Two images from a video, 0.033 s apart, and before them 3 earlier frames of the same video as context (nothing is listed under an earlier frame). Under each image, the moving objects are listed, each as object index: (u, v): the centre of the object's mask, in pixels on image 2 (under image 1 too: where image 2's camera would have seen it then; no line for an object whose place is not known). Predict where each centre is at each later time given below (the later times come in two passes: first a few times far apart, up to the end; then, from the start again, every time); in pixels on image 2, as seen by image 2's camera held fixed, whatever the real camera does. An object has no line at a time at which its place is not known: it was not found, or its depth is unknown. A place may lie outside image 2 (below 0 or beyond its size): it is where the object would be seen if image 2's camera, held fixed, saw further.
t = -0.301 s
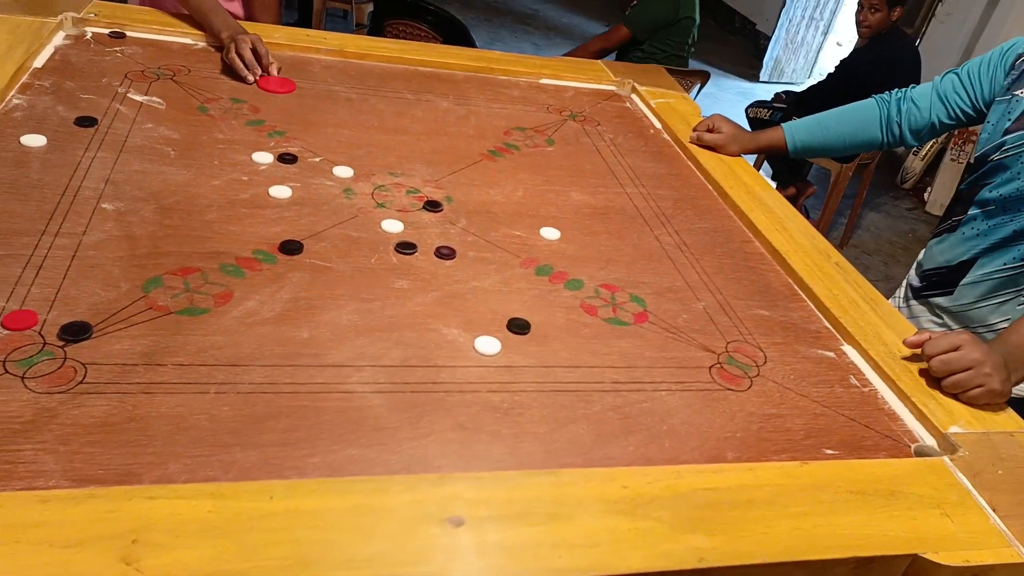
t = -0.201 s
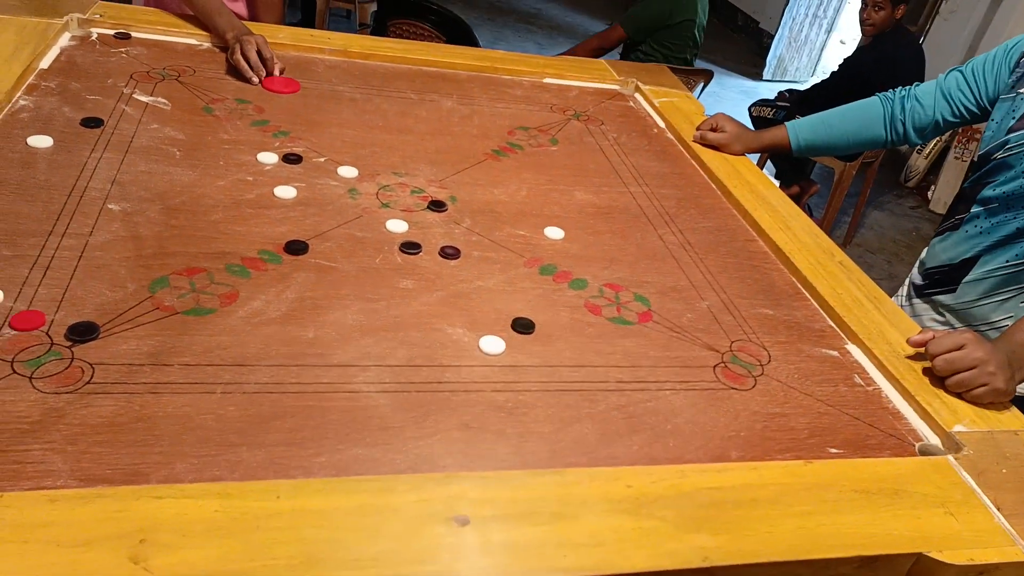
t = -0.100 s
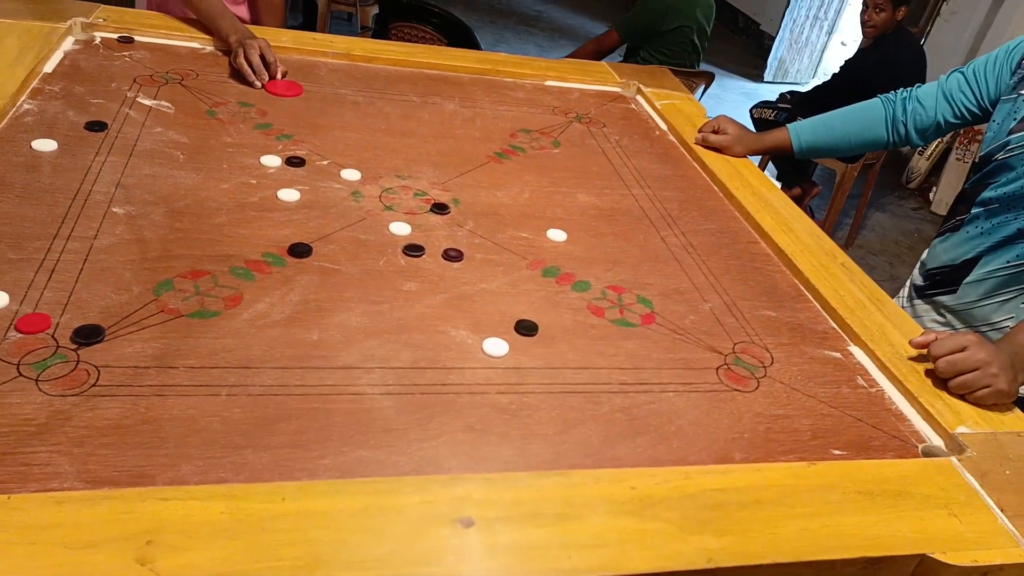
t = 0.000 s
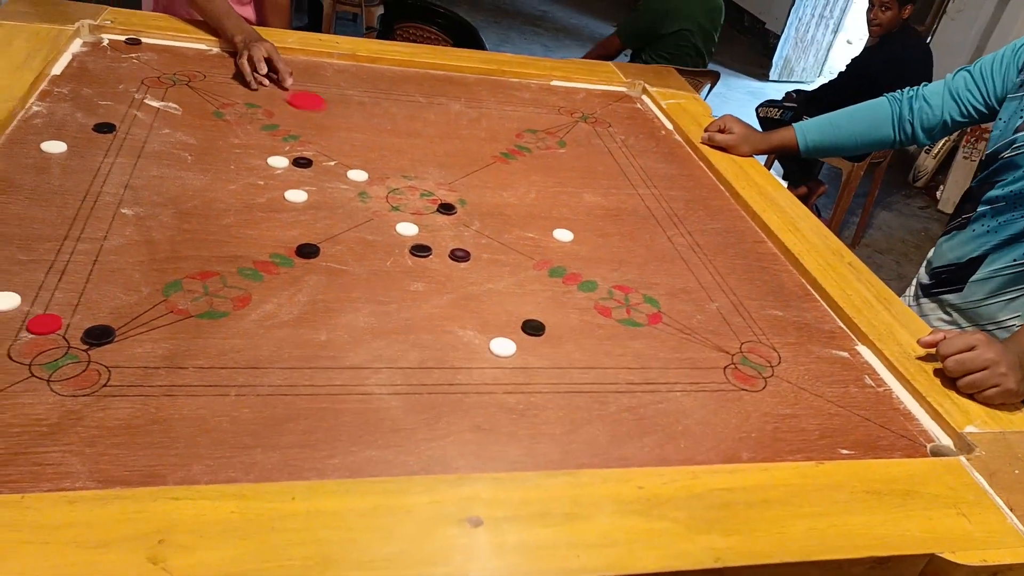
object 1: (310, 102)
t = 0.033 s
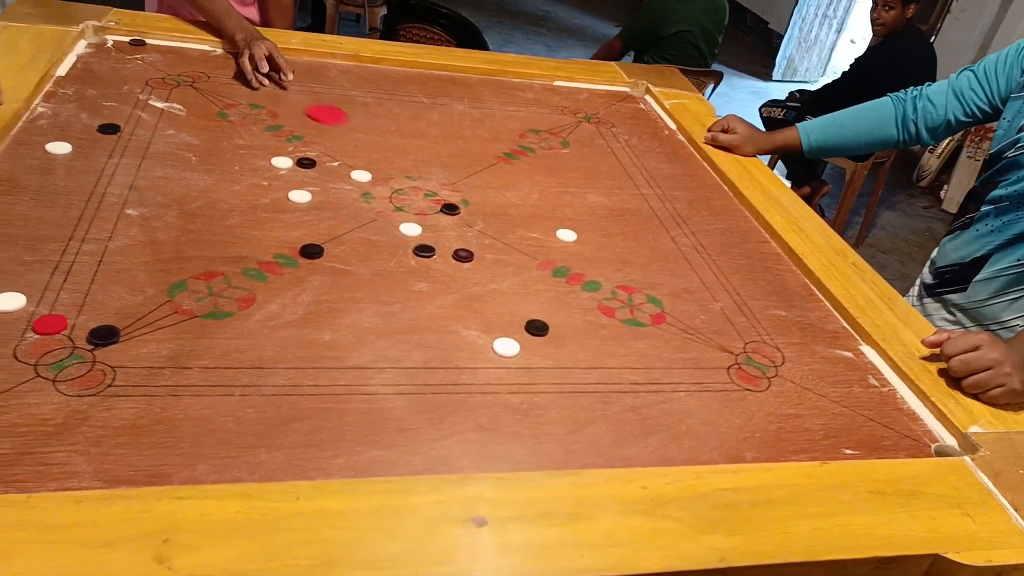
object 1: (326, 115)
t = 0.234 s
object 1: (431, 191)
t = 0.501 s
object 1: (518, 247)
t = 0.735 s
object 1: (550, 266)
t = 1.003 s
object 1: (551, 266)
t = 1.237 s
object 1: (551, 266)
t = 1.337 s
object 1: (551, 266)
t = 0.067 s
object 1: (343, 127)
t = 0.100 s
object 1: (361, 140)
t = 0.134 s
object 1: (378, 152)
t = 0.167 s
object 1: (395, 165)
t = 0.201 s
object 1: (412, 177)
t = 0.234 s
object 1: (431, 191)
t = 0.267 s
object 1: (445, 200)
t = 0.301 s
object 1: (457, 208)
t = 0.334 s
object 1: (470, 216)
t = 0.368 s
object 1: (481, 223)
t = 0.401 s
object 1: (491, 230)
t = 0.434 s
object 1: (501, 237)
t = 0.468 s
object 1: (510, 242)
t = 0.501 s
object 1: (518, 247)
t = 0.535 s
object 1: (526, 252)
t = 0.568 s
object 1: (532, 256)
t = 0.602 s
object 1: (538, 259)
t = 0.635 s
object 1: (542, 261)
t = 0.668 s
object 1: (546, 264)
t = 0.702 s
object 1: (549, 265)
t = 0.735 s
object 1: (550, 266)
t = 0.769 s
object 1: (551, 266)
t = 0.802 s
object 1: (550, 266)
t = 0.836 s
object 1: (550, 266)
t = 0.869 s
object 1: (551, 266)
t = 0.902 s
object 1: (550, 266)
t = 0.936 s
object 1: (550, 266)
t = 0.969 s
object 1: (551, 266)
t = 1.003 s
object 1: (551, 266)
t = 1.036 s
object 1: (551, 266)
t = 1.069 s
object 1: (551, 266)
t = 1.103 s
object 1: (551, 266)
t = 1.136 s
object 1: (550, 266)
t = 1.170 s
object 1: (551, 266)
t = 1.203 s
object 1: (551, 266)
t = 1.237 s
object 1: (551, 266)
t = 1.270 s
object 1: (551, 266)
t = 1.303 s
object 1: (551, 266)
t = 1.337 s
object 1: (551, 266)
